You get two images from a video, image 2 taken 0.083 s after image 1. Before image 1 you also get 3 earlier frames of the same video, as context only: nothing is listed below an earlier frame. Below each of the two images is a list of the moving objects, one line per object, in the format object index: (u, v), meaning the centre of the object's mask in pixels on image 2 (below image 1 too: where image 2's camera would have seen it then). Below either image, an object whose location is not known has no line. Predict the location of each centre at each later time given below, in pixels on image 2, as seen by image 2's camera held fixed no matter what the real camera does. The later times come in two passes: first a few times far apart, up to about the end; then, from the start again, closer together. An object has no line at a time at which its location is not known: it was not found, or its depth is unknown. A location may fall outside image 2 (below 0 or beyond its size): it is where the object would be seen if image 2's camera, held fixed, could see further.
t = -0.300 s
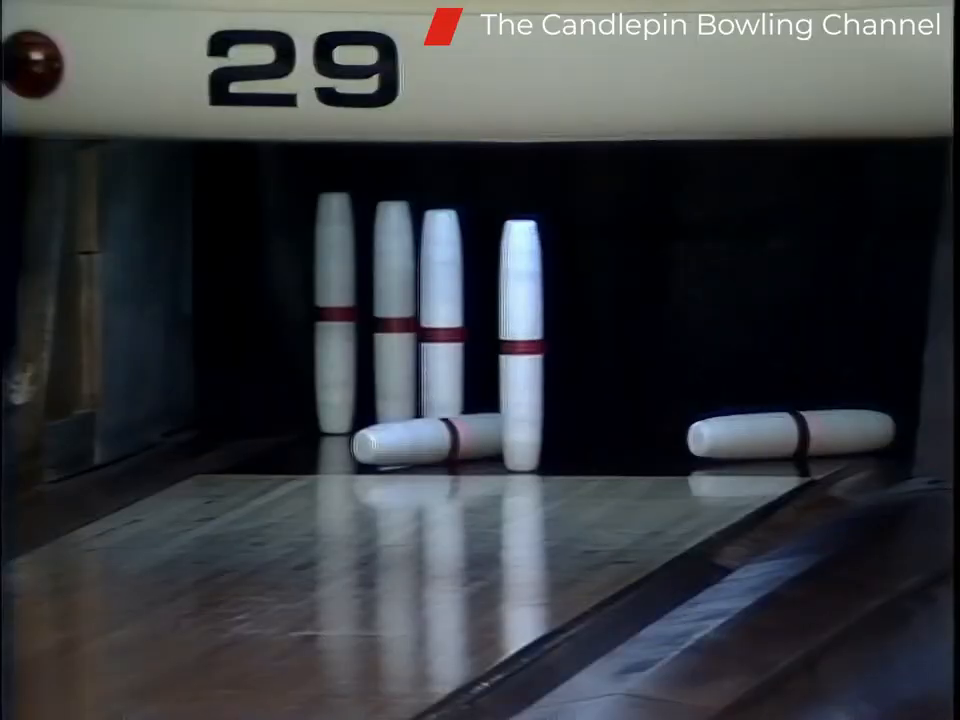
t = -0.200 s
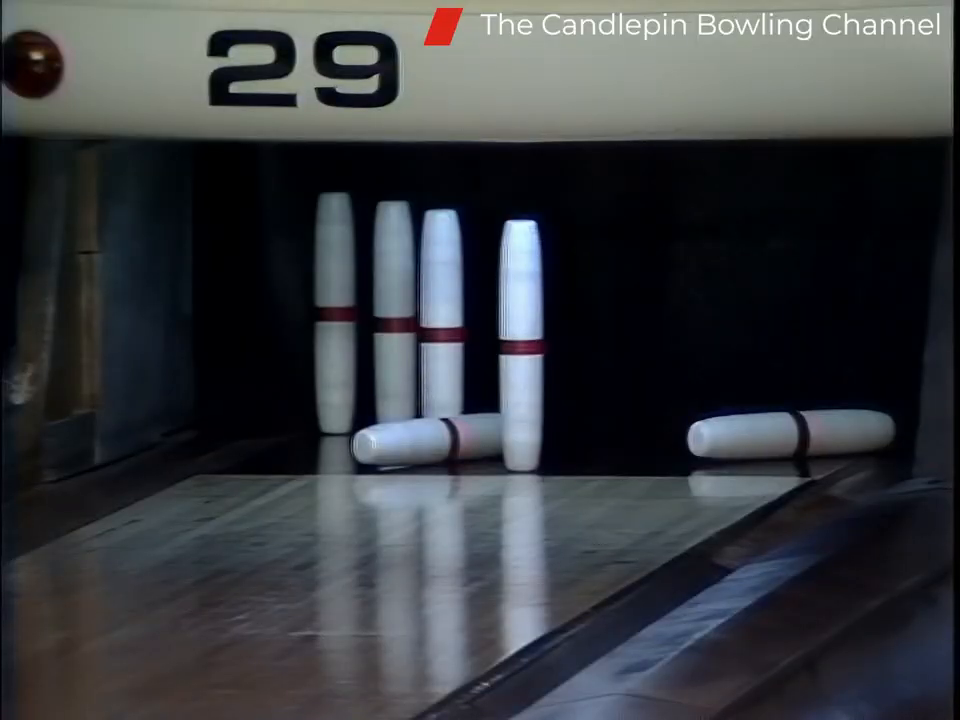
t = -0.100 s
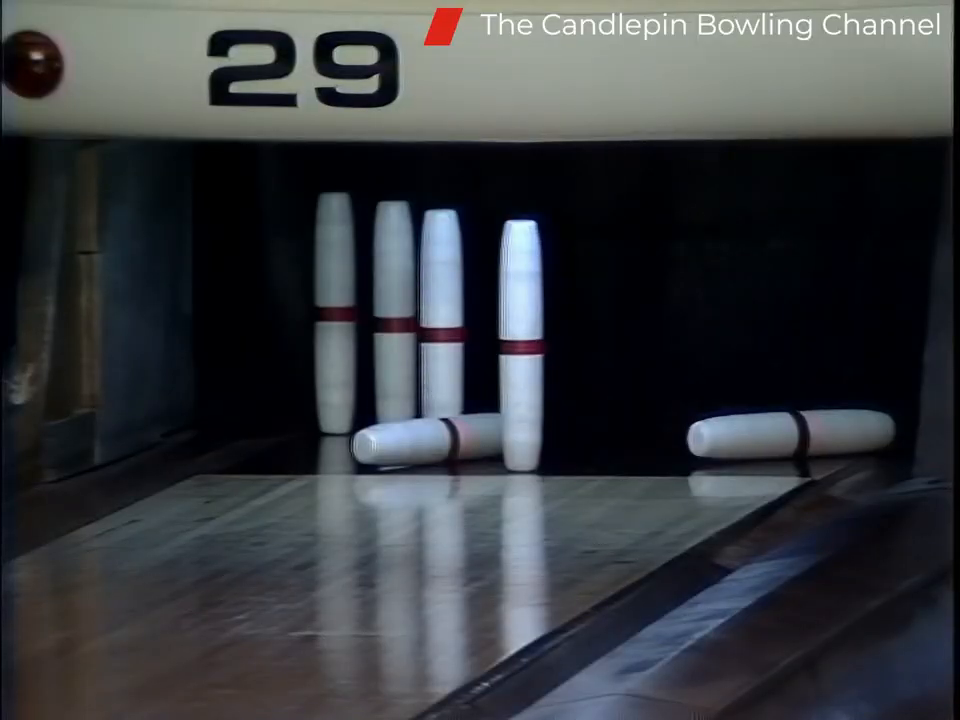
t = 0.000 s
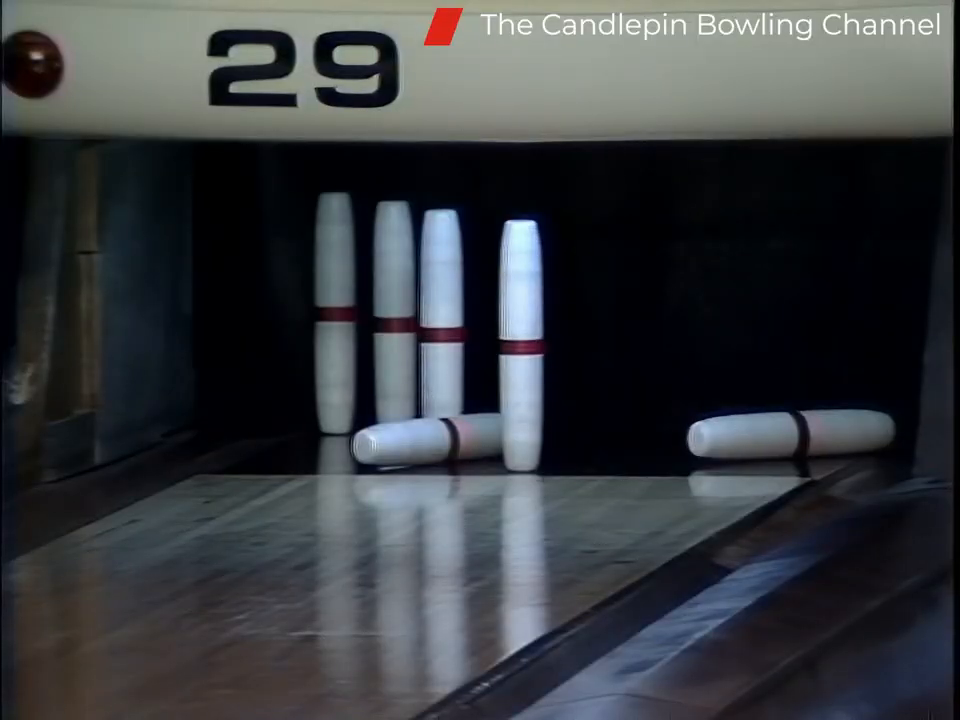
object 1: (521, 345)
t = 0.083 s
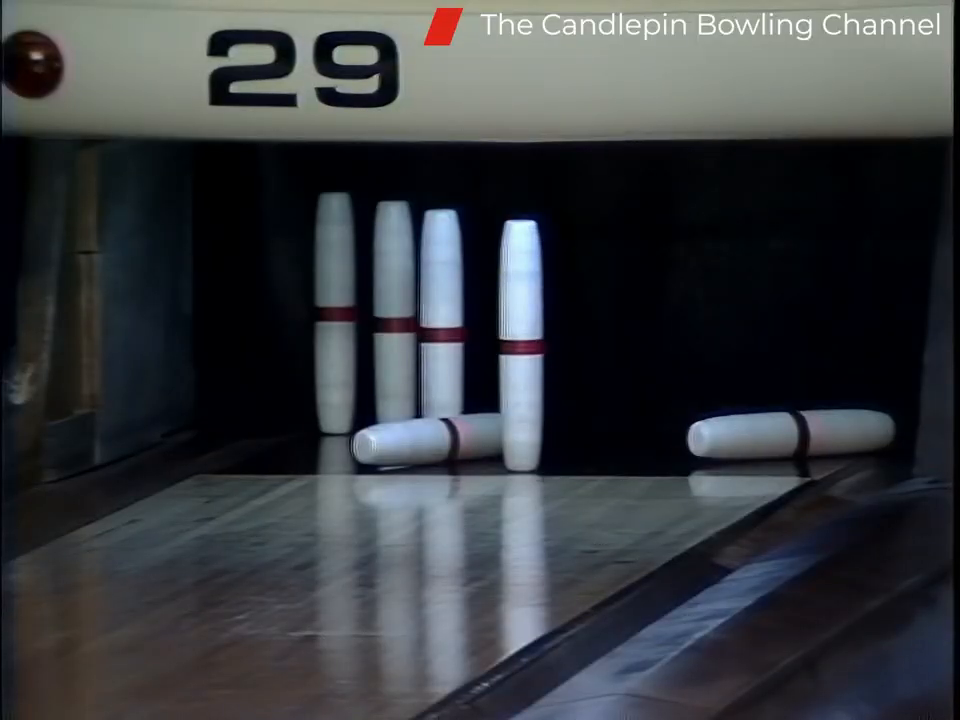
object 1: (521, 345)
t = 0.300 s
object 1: (521, 344)
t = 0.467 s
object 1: (535, 360)
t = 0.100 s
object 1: (521, 345)
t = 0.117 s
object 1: (521, 345)
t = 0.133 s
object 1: (521, 345)
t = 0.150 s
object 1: (521, 345)
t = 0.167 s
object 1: (521, 345)
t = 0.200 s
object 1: (521, 345)
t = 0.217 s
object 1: (521, 345)
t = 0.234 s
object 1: (521, 345)
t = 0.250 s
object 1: (521, 344)
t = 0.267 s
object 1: (521, 344)
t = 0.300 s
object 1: (521, 344)
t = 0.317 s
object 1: (521, 344)
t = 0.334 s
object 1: (521, 344)
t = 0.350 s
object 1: (521, 344)
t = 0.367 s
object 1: (521, 344)
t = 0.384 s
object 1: (521, 345)
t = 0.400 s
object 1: (522, 344)
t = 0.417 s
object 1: (521, 345)
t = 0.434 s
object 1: (521, 344)
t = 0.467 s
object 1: (535, 360)
